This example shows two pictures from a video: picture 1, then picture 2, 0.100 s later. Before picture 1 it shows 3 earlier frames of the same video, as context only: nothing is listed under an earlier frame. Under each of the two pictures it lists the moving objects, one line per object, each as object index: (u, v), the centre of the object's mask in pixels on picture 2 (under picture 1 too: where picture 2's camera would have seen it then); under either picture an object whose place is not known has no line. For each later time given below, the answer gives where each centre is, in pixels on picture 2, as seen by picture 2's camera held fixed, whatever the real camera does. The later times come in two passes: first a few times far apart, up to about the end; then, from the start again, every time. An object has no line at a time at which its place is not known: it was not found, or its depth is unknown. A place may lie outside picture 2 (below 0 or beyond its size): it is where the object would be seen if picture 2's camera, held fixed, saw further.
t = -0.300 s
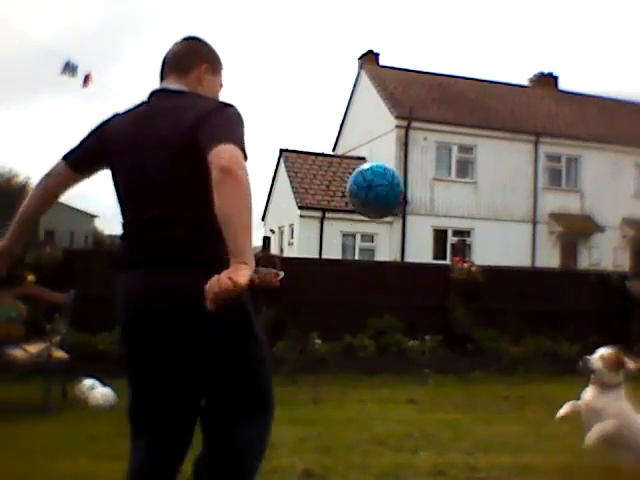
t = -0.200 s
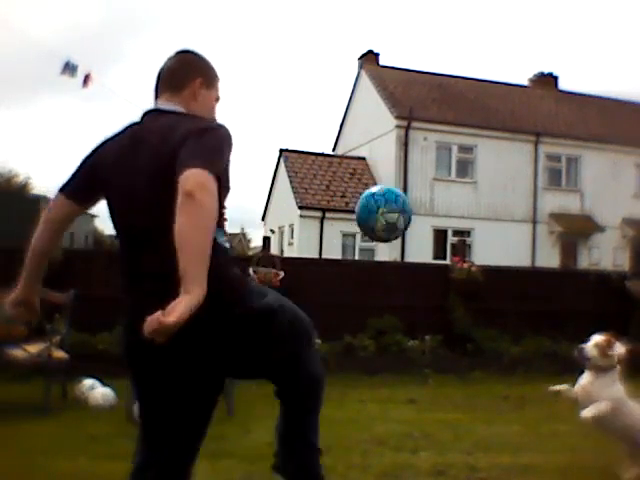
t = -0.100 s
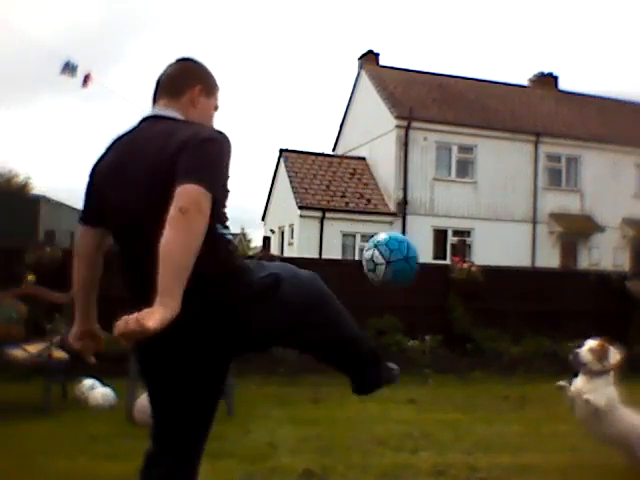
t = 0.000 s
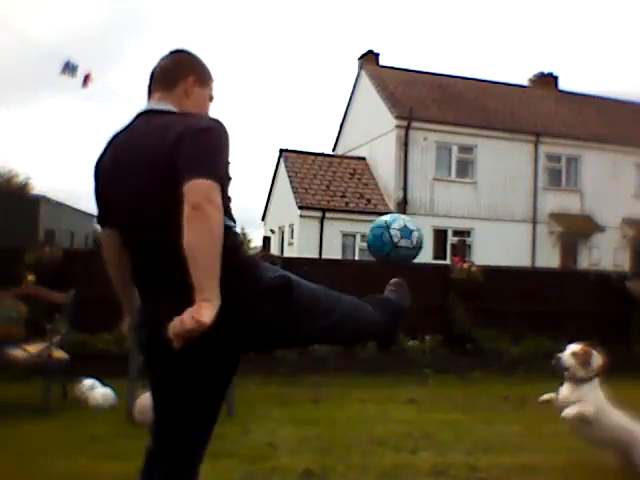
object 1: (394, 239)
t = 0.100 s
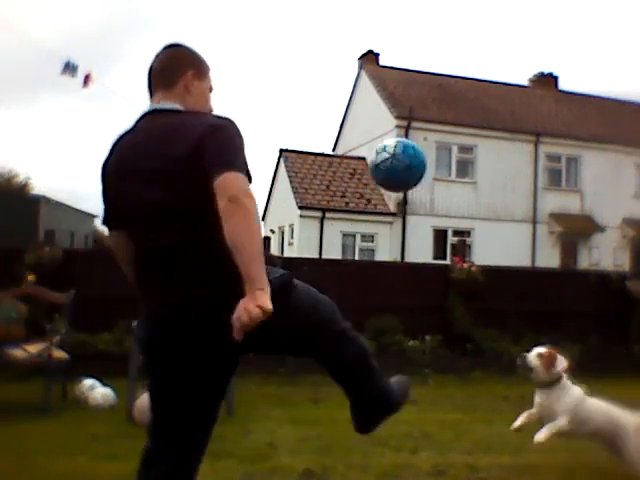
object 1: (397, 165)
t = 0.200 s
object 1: (400, 110)
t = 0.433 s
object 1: (400, 77)
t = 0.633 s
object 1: (397, 166)
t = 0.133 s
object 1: (398, 144)
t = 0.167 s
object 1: (399, 126)
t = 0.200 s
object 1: (400, 110)
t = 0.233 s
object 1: (401, 98)
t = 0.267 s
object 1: (401, 89)
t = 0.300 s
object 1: (401, 81)
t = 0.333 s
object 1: (401, 76)
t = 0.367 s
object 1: (400, 73)
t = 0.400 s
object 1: (400, 73)
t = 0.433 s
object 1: (400, 77)
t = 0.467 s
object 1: (401, 84)
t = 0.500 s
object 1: (400, 94)
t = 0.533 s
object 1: (399, 106)
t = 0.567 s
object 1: (399, 122)
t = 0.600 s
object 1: (398, 142)
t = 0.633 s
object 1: (397, 166)
